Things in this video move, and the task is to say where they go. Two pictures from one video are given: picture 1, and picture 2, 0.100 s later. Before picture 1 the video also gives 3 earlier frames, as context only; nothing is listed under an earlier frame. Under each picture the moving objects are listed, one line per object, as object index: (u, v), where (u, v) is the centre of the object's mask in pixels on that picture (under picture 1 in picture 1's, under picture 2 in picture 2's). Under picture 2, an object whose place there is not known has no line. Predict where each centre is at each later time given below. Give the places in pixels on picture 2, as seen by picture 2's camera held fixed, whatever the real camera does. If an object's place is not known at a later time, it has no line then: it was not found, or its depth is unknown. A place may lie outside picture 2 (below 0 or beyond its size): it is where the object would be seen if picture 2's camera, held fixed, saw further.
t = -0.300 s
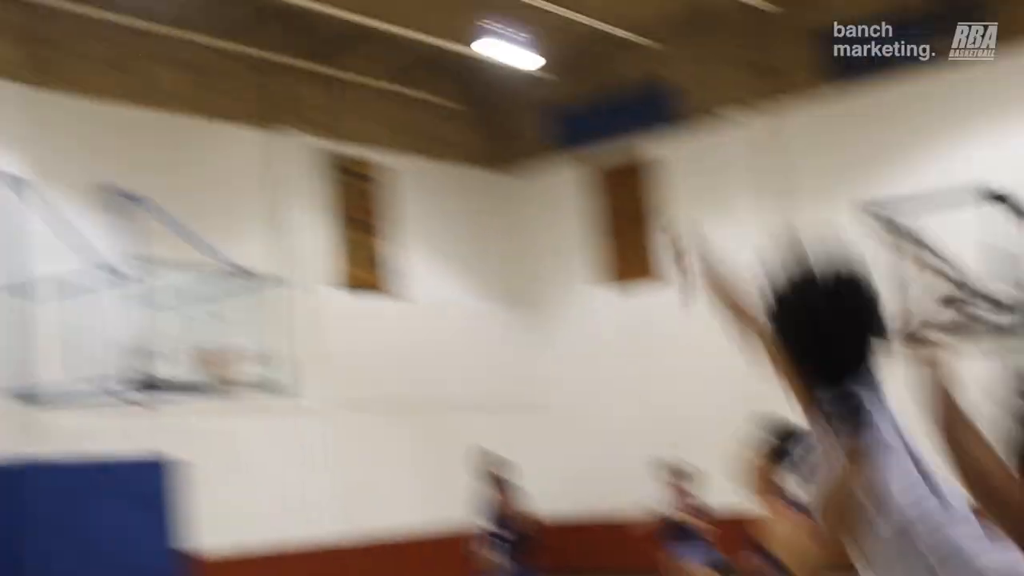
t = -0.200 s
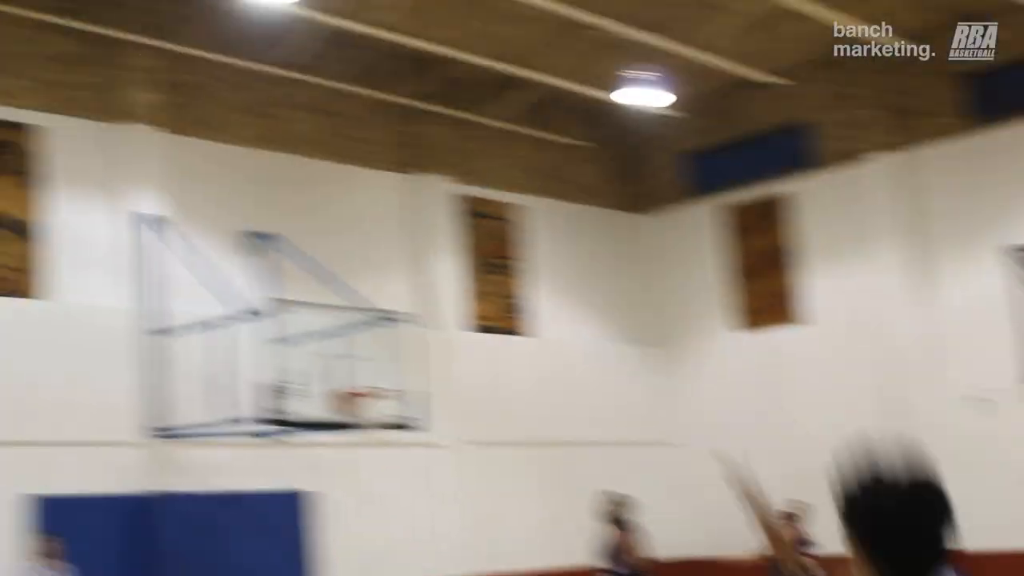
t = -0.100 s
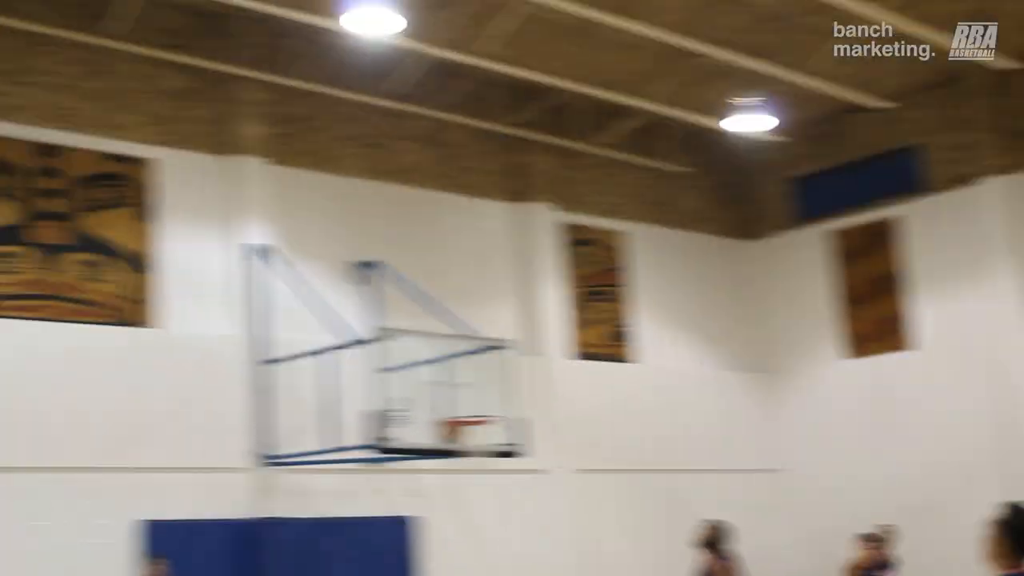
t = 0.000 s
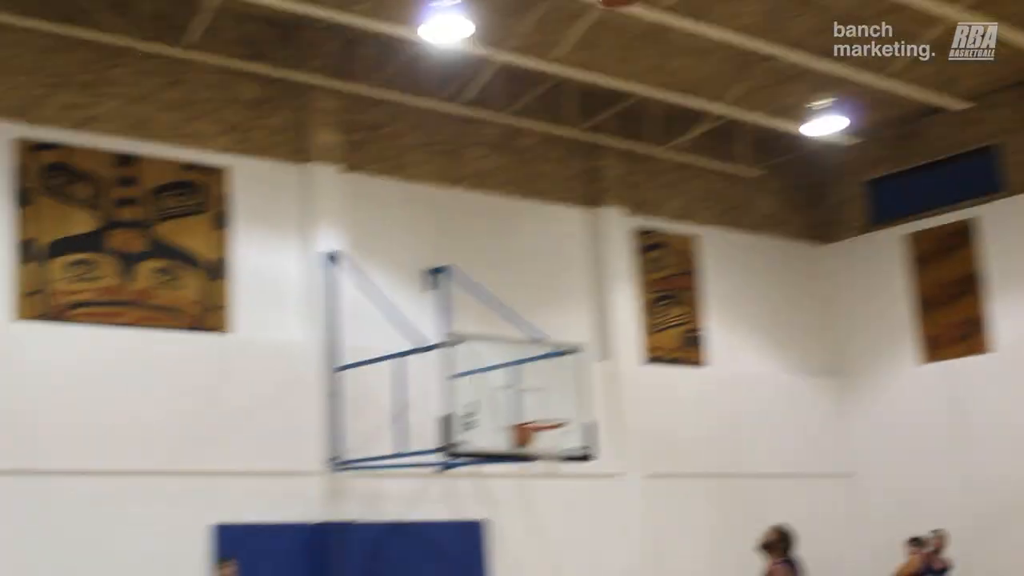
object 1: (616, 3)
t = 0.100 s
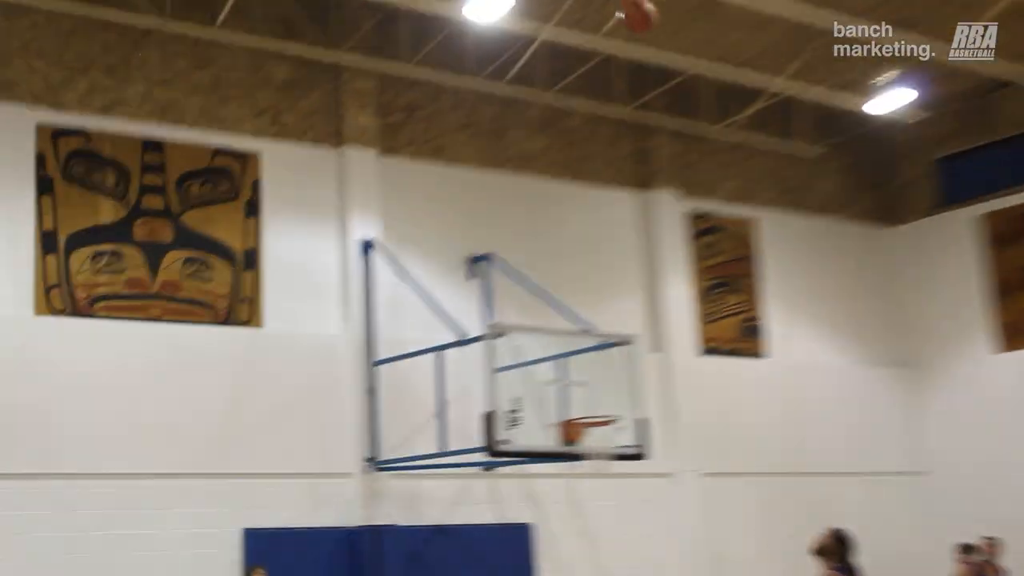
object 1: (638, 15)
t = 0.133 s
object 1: (631, 33)
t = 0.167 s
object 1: (623, 52)
